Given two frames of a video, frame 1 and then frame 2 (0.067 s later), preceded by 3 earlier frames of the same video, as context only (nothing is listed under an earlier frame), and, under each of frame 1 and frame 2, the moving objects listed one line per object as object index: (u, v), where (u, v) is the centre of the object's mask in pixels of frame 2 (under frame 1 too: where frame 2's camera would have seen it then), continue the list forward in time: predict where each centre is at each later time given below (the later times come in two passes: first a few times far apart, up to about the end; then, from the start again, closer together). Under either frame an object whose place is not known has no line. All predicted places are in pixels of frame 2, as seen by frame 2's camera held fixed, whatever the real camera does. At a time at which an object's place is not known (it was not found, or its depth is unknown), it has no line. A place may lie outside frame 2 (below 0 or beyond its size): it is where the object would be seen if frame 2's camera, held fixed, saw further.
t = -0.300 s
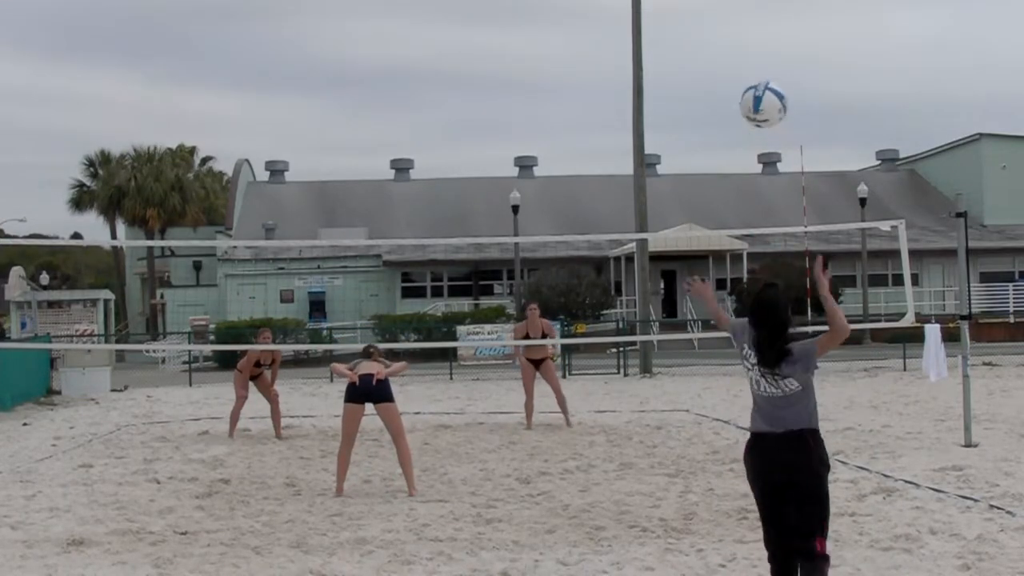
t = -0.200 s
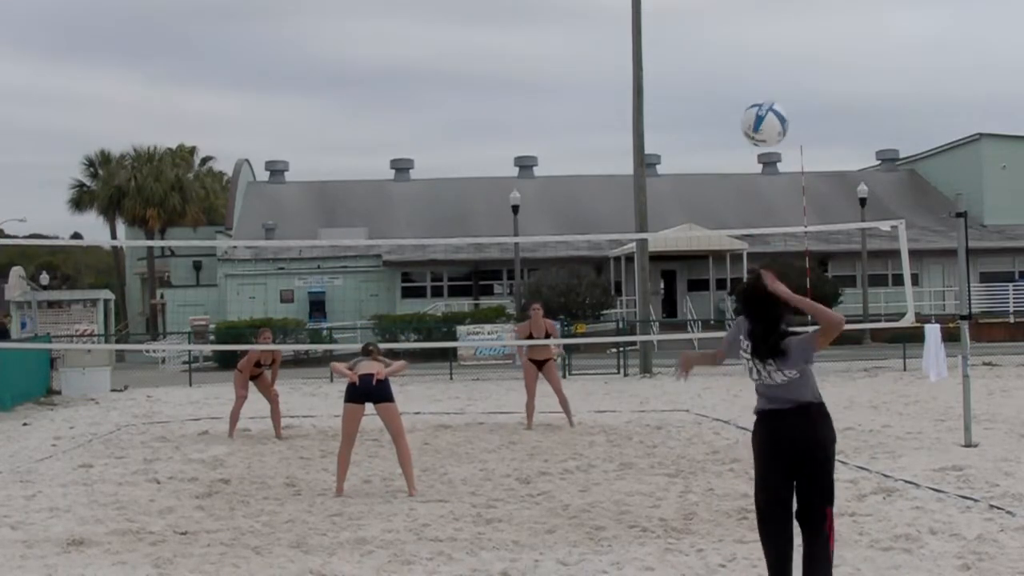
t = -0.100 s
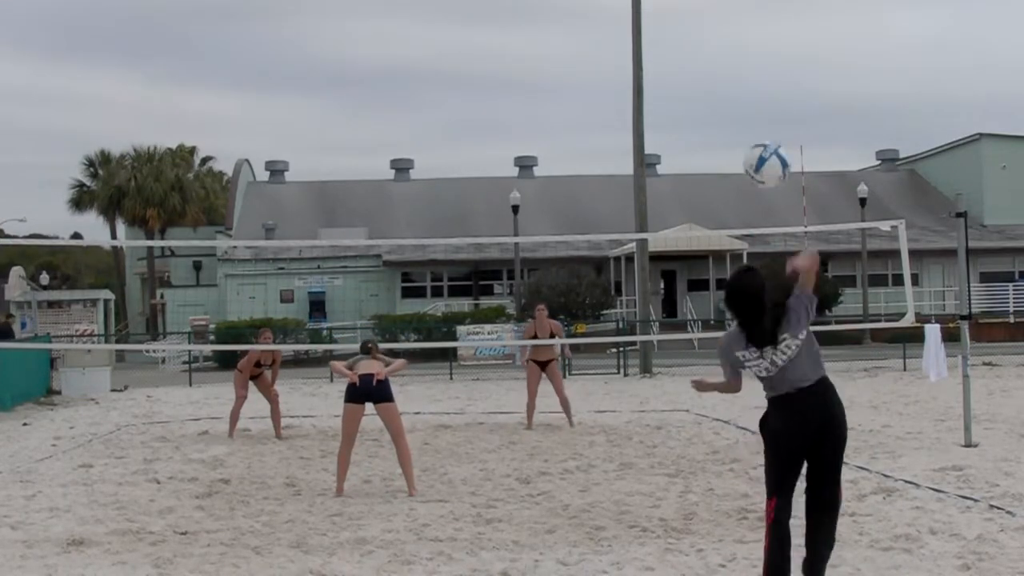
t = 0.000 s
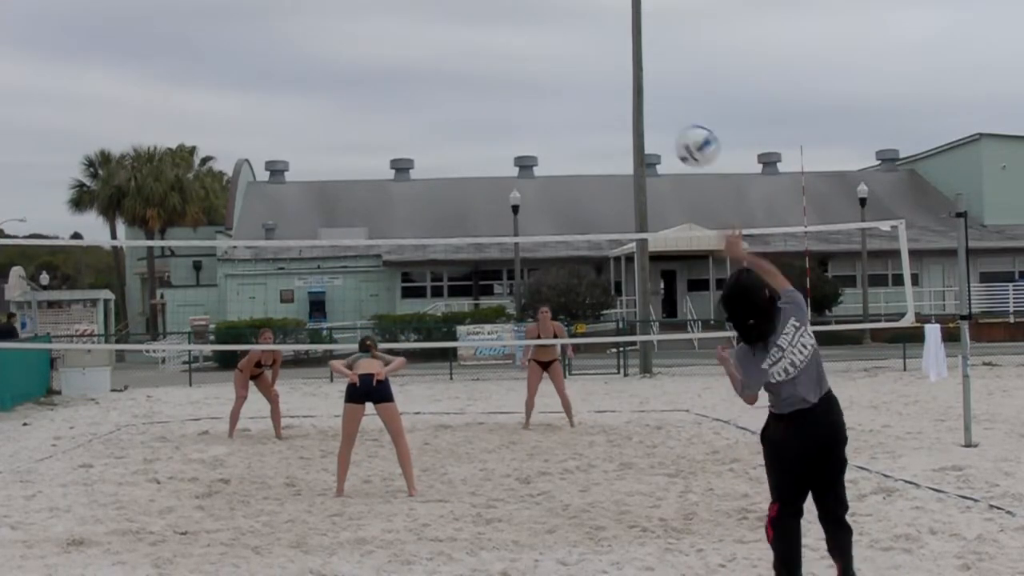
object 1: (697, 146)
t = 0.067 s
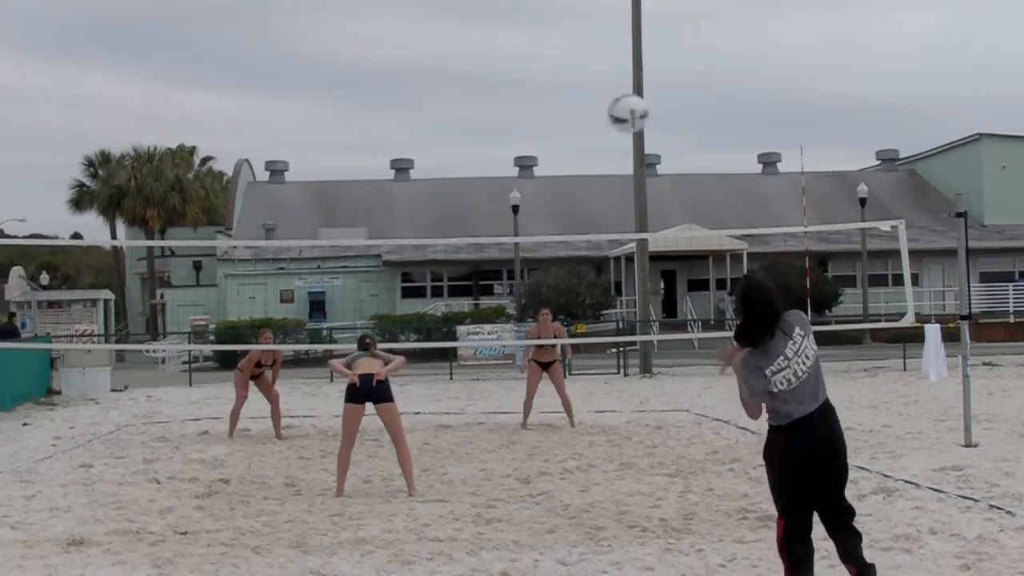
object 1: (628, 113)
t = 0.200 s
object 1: (520, 81)
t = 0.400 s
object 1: (404, 91)
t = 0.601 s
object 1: (326, 146)
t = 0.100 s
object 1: (598, 101)
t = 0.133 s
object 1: (570, 93)
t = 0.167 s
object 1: (544, 86)
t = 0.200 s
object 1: (520, 81)
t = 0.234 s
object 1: (497, 79)
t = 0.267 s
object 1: (477, 78)
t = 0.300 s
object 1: (457, 79)
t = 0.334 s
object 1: (439, 83)
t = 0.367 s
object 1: (421, 86)
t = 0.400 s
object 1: (404, 91)
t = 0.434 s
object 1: (390, 98)
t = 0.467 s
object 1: (376, 106)
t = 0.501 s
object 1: (362, 114)
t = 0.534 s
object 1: (350, 124)
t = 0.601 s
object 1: (326, 146)
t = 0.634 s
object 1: (315, 159)
